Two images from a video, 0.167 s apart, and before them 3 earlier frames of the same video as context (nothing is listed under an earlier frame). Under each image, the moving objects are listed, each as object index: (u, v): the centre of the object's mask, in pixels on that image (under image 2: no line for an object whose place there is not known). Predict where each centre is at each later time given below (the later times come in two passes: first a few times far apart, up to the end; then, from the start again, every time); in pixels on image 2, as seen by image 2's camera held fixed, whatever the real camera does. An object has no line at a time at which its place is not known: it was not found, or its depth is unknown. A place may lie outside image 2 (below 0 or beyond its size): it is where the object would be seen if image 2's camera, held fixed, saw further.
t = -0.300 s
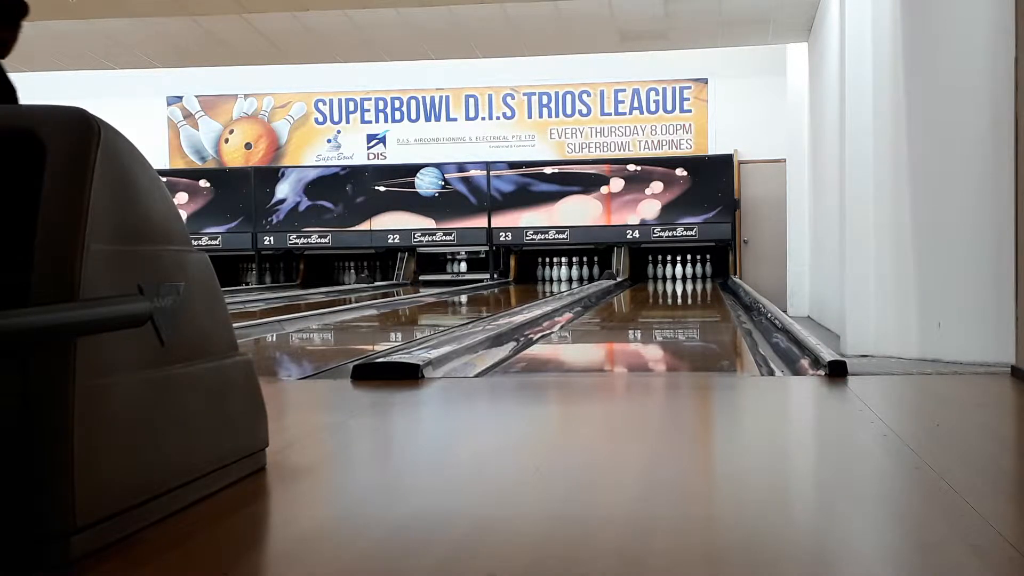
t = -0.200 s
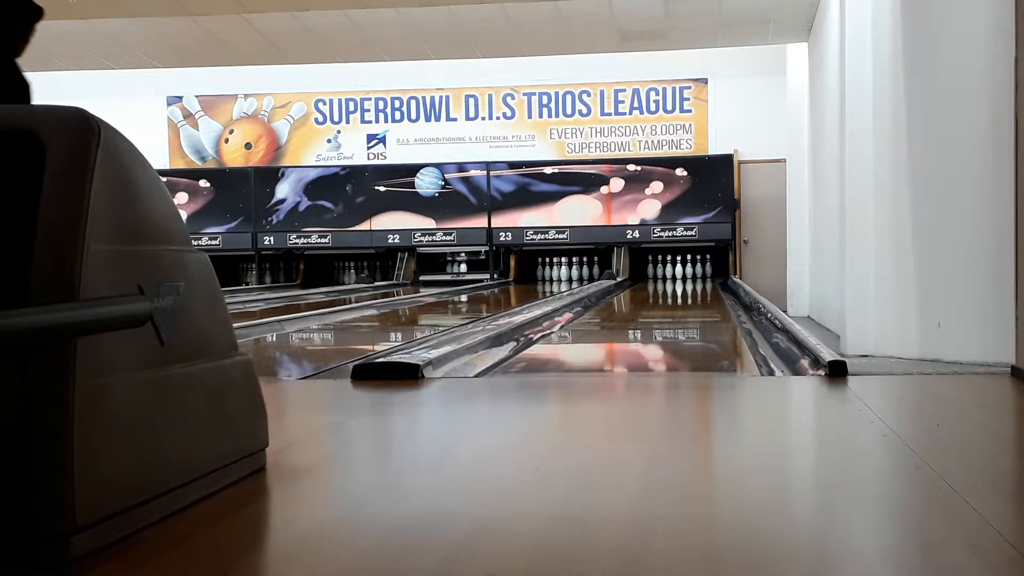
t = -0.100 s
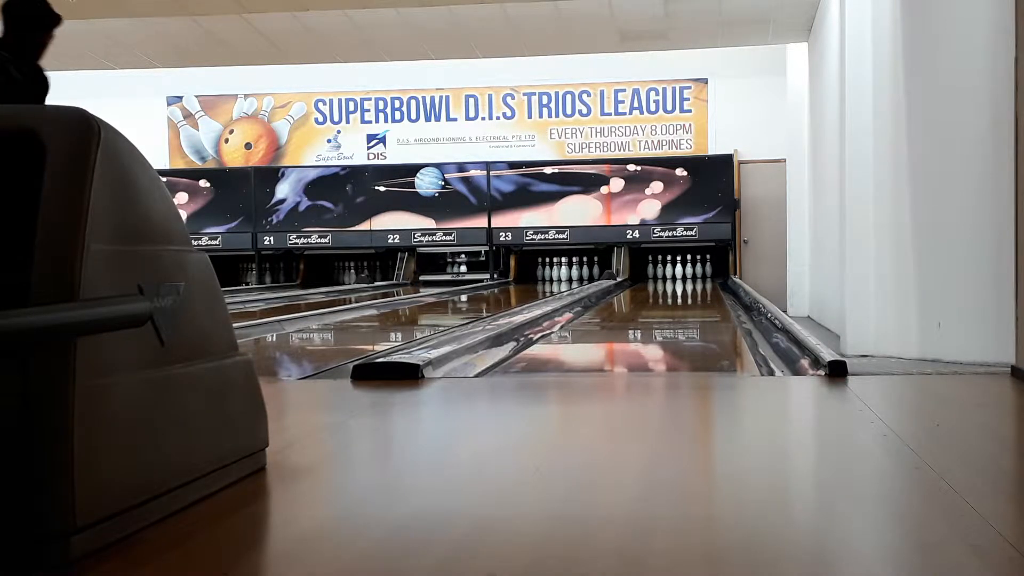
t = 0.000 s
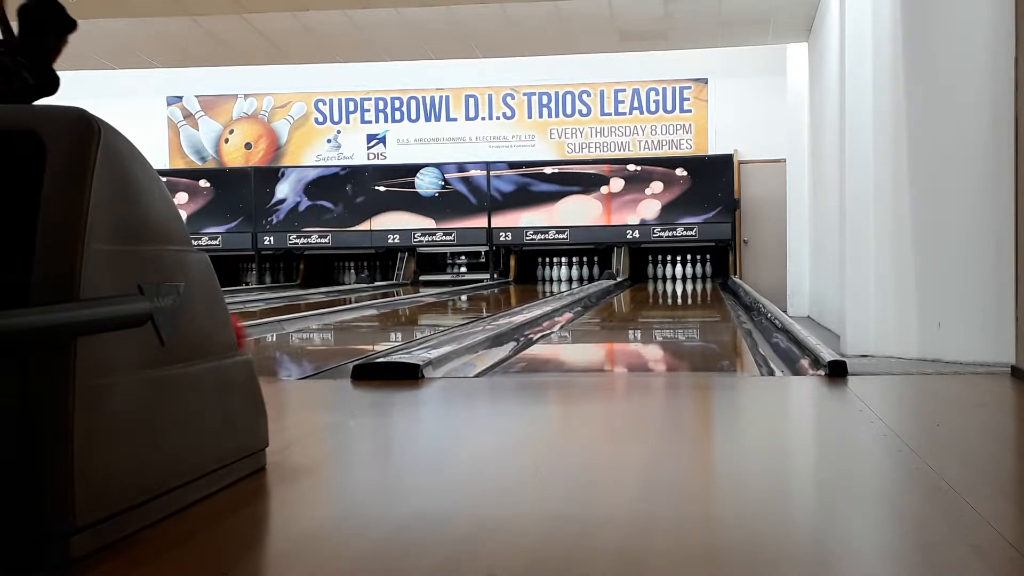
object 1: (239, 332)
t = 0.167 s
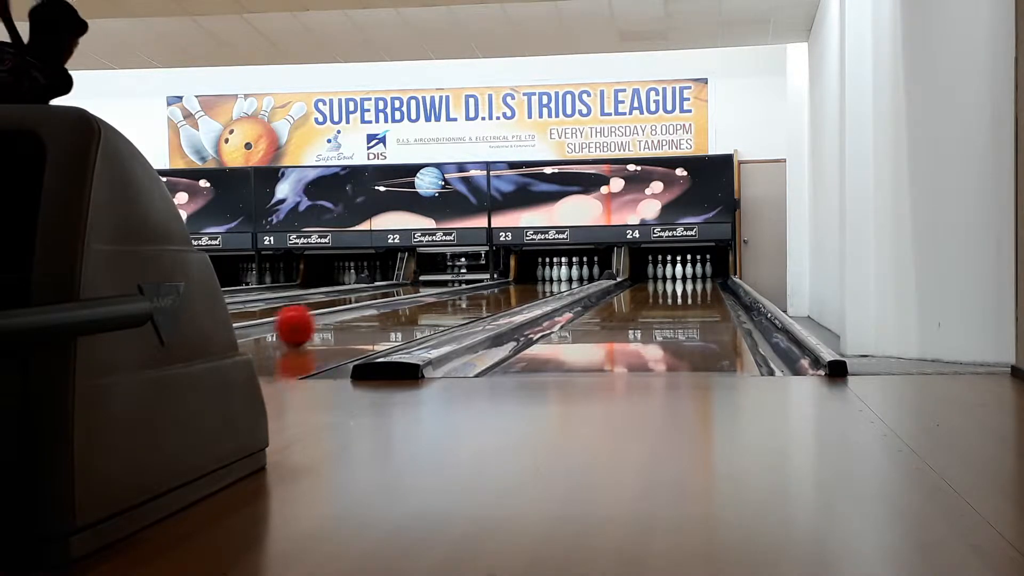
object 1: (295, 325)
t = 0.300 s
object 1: (340, 317)
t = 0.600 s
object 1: (413, 306)
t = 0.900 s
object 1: (464, 296)
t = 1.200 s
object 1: (500, 290)
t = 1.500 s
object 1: (527, 285)
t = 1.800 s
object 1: (549, 282)
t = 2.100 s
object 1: (566, 279)
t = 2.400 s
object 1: (580, 276)
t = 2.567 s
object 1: (587, 275)
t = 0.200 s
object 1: (307, 323)
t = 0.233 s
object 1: (318, 321)
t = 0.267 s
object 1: (329, 319)
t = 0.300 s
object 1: (340, 317)
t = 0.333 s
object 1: (349, 316)
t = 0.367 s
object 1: (359, 315)
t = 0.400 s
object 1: (368, 313)
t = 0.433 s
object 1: (376, 312)
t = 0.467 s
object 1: (384, 310)
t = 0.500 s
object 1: (392, 309)
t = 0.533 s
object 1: (400, 308)
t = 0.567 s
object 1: (407, 307)
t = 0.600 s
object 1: (413, 306)
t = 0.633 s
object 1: (420, 304)
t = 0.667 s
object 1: (426, 303)
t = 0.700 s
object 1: (433, 302)
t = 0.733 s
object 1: (438, 301)
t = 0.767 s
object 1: (444, 300)
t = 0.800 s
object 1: (449, 299)
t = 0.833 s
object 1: (454, 298)
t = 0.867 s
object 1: (459, 297)
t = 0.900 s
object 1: (464, 296)
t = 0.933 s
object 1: (469, 296)
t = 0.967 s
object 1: (473, 295)
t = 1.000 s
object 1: (477, 294)
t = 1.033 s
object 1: (481, 294)
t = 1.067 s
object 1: (485, 293)
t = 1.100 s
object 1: (490, 292)
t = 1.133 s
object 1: (493, 291)
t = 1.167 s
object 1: (497, 291)
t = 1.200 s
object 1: (500, 290)
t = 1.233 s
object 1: (504, 290)
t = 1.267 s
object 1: (507, 289)
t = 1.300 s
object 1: (510, 288)
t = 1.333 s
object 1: (513, 288)
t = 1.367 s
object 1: (516, 287)
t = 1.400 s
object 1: (519, 287)
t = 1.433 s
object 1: (522, 286)
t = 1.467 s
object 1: (525, 286)
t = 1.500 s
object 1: (527, 285)
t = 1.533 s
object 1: (530, 285)
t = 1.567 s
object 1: (533, 285)
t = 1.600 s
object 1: (535, 284)
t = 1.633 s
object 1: (537, 284)
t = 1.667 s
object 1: (540, 283)
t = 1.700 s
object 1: (542, 283)
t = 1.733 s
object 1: (544, 283)
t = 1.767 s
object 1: (546, 282)
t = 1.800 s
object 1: (549, 282)
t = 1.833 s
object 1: (551, 281)
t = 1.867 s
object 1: (553, 281)
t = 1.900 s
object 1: (555, 281)
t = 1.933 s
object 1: (557, 280)
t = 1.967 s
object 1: (559, 280)
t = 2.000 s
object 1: (561, 279)
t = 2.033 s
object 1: (563, 279)
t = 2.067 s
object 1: (565, 279)
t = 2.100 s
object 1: (566, 279)
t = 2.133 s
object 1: (567, 278)
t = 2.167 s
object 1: (570, 278)
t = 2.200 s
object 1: (572, 278)
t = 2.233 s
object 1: (573, 277)
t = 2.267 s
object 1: (574, 277)
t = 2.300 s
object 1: (575, 277)
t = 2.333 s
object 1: (577, 277)
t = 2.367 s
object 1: (578, 276)
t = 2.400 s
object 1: (580, 276)
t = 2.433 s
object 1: (581, 276)
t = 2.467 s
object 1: (583, 276)
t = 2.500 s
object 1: (584, 276)
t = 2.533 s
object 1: (585, 276)
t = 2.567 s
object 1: (587, 275)
